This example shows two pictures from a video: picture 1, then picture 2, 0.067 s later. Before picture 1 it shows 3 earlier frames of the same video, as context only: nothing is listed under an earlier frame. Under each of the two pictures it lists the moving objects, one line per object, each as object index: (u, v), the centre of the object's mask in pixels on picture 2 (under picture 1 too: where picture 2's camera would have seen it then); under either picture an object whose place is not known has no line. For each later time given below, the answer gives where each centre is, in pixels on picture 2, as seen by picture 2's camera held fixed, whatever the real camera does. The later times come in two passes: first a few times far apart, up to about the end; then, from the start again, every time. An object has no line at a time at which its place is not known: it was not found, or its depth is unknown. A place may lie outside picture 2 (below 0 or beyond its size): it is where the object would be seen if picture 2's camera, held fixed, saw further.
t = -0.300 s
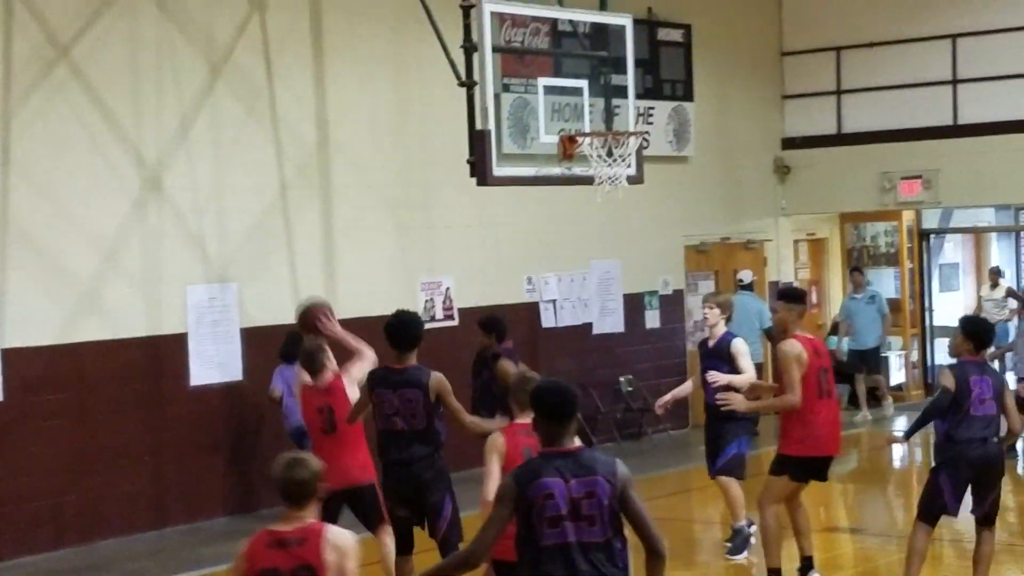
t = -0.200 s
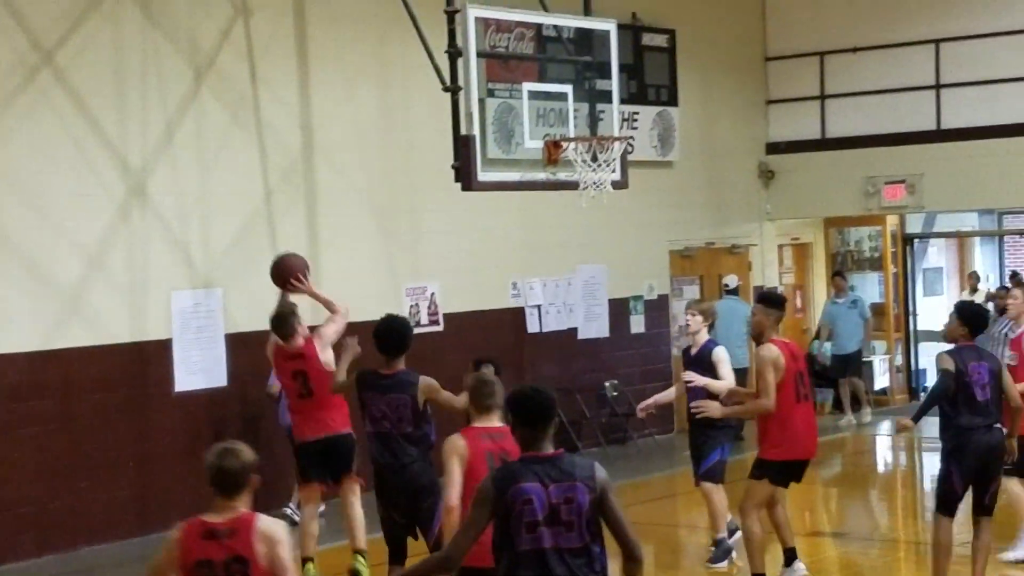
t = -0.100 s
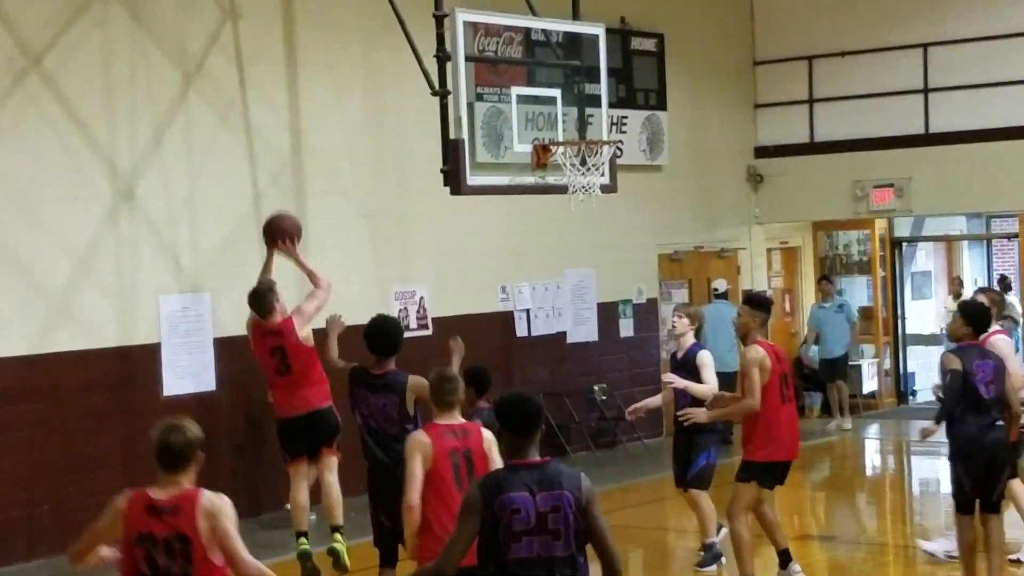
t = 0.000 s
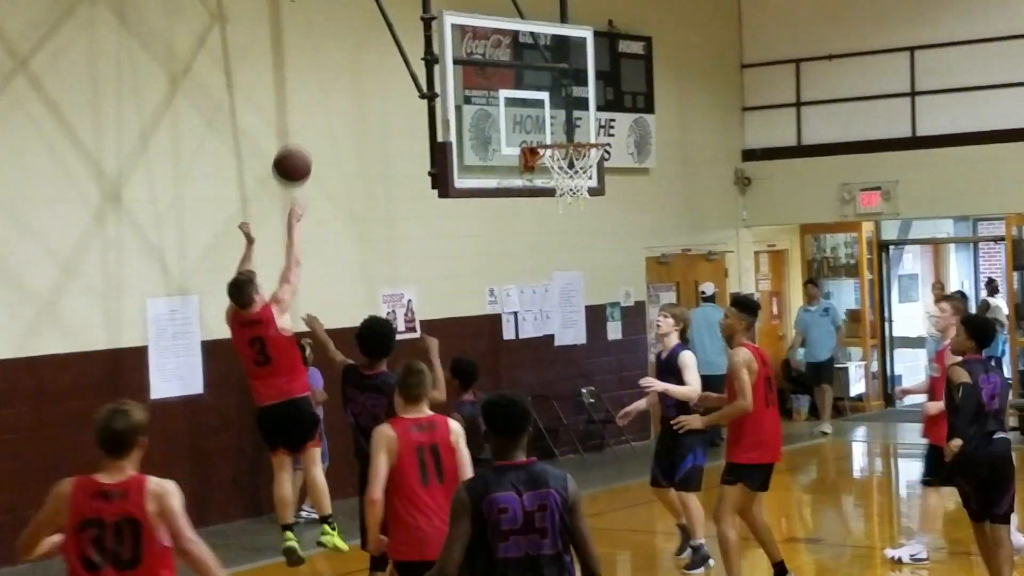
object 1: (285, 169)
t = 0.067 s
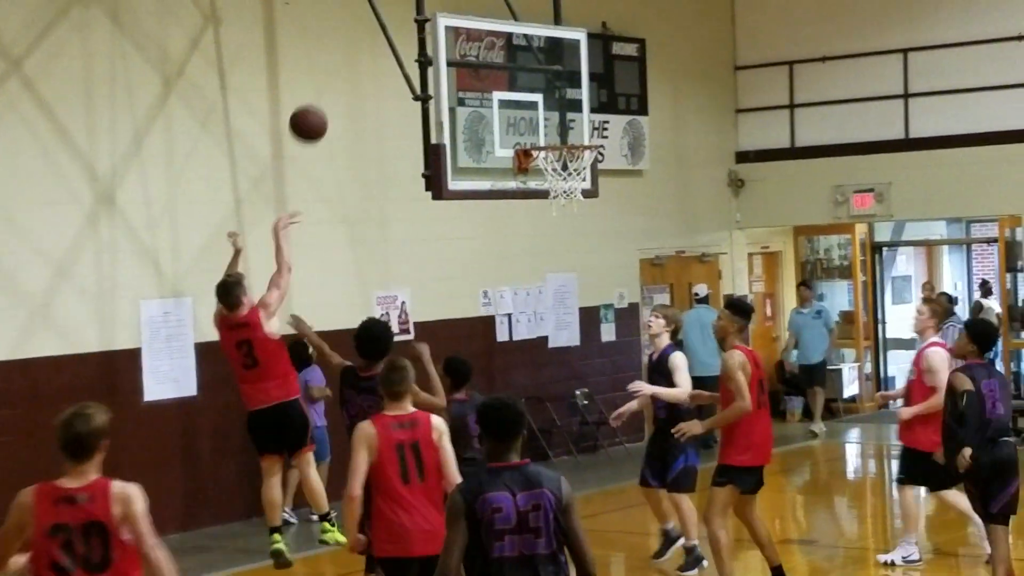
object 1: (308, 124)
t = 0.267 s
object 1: (376, 36)
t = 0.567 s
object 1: (474, 20)
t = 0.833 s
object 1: (555, 112)
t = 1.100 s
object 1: (554, 167)
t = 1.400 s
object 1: (570, 205)
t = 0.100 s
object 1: (320, 104)
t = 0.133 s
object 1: (331, 87)
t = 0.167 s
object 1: (342, 71)
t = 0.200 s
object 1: (354, 57)
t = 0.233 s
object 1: (365, 45)
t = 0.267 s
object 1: (376, 36)
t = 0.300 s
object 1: (387, 28)
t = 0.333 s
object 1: (398, 21)
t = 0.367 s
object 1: (410, 16)
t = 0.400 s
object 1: (420, 13)
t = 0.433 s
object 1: (431, 11)
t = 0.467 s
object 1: (442, 11)
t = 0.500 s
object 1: (453, 12)
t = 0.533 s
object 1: (463, 16)
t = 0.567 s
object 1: (474, 20)
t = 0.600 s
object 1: (484, 26)
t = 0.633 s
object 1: (495, 35)
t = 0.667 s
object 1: (505, 45)
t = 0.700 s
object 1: (515, 56)
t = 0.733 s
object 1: (525, 67)
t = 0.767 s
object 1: (536, 80)
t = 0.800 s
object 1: (546, 96)
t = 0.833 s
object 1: (555, 112)
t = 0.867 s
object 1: (565, 130)
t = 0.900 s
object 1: (571, 140)
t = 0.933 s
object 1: (569, 146)
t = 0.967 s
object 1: (567, 151)
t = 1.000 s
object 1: (564, 155)
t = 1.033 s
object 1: (560, 159)
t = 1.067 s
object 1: (555, 161)
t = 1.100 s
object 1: (554, 167)
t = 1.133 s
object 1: (555, 170)
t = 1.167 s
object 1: (555, 173)
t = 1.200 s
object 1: (558, 180)
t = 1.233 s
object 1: (562, 185)
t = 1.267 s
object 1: (565, 190)
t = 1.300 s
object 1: (565, 199)
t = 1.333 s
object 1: (567, 199)
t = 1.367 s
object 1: (568, 201)
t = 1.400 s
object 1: (570, 205)
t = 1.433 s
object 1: (572, 210)
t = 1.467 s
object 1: (574, 216)
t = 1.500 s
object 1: (575, 224)
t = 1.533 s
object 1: (576, 235)
